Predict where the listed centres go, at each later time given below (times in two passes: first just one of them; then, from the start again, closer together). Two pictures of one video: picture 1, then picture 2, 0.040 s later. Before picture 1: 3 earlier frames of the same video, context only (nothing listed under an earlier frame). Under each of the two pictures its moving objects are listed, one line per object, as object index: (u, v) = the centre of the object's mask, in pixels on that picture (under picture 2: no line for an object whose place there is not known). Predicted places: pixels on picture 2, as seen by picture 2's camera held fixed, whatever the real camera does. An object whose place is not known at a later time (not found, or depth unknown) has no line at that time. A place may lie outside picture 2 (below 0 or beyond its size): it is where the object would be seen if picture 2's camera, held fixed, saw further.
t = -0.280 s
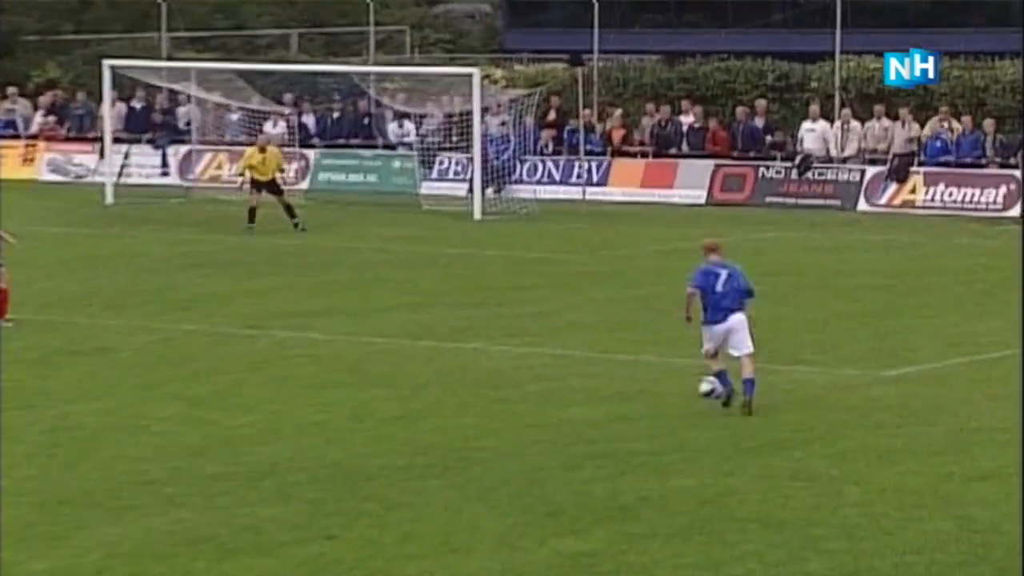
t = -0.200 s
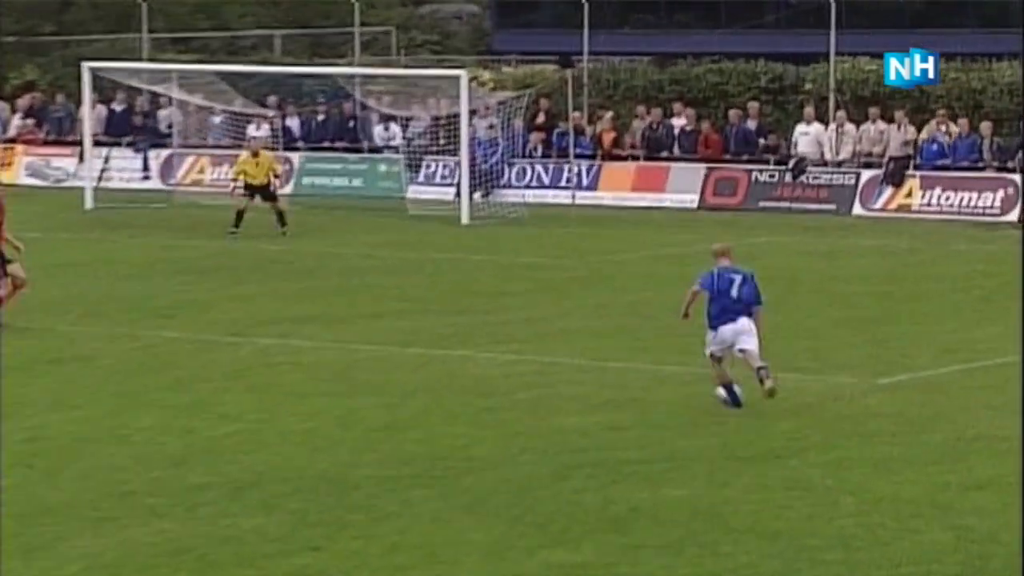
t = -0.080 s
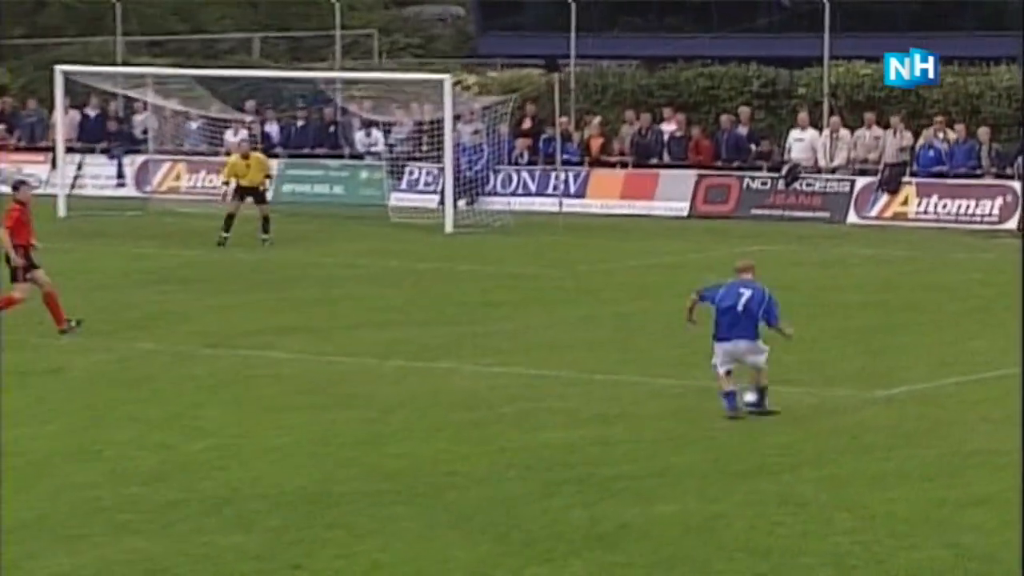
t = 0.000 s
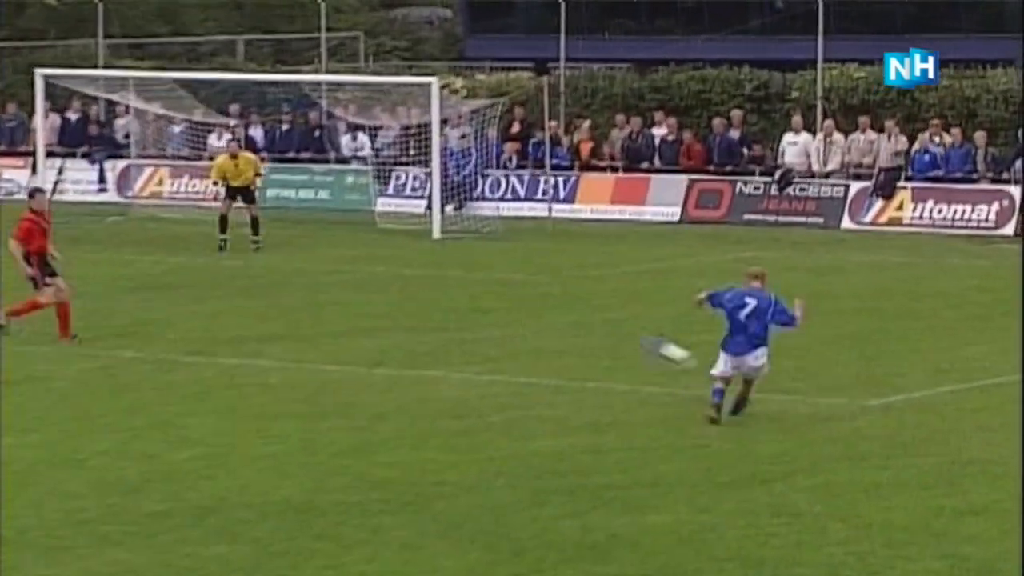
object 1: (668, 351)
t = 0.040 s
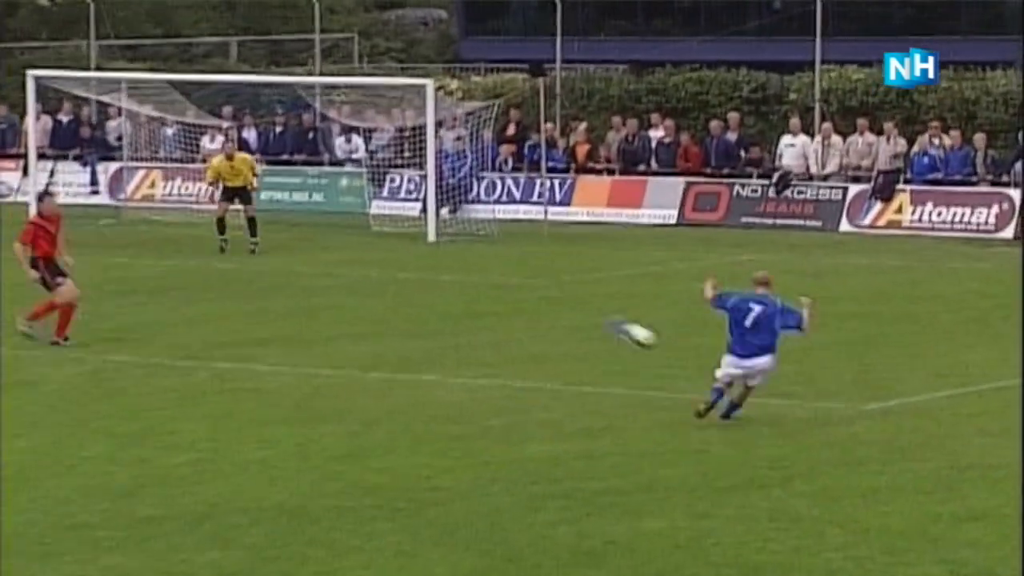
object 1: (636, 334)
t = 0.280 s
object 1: (443, 231)
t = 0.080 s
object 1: (601, 312)
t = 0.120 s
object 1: (566, 291)
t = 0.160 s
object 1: (534, 274)
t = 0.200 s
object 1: (500, 257)
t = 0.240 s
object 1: (473, 246)
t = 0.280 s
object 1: (443, 231)
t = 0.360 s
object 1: (381, 212)
